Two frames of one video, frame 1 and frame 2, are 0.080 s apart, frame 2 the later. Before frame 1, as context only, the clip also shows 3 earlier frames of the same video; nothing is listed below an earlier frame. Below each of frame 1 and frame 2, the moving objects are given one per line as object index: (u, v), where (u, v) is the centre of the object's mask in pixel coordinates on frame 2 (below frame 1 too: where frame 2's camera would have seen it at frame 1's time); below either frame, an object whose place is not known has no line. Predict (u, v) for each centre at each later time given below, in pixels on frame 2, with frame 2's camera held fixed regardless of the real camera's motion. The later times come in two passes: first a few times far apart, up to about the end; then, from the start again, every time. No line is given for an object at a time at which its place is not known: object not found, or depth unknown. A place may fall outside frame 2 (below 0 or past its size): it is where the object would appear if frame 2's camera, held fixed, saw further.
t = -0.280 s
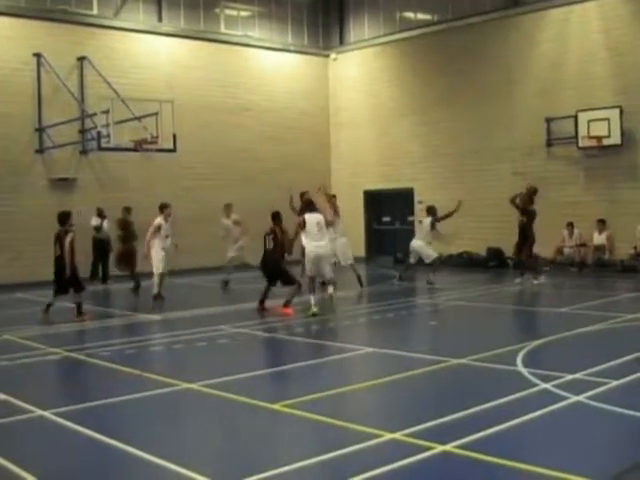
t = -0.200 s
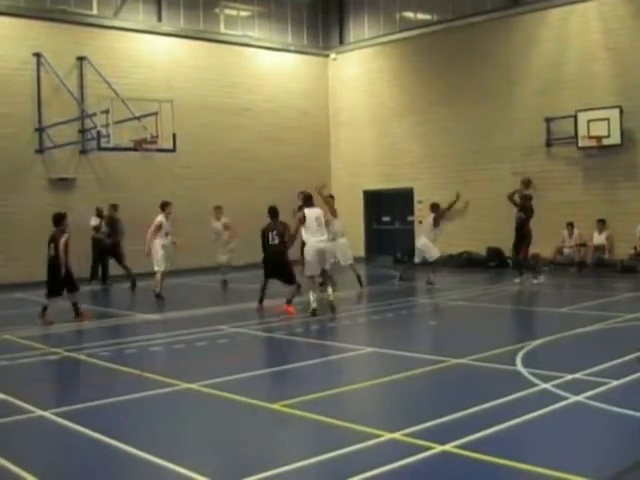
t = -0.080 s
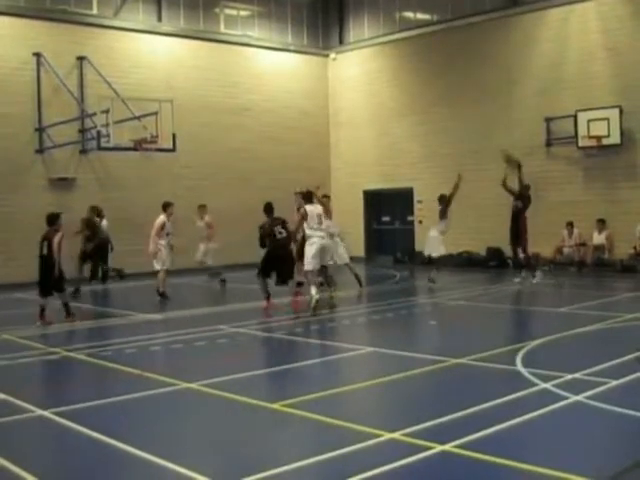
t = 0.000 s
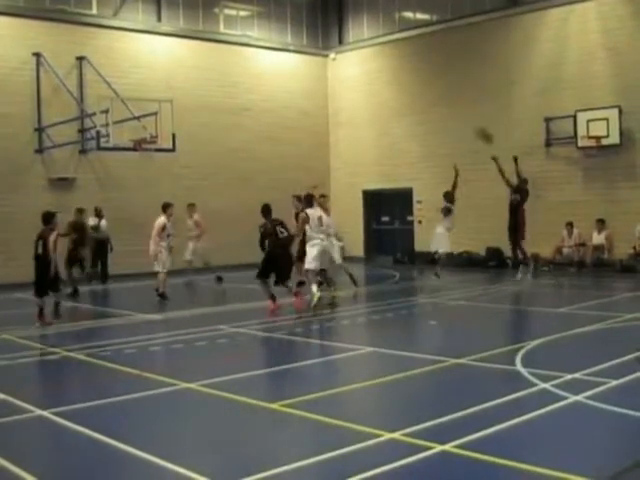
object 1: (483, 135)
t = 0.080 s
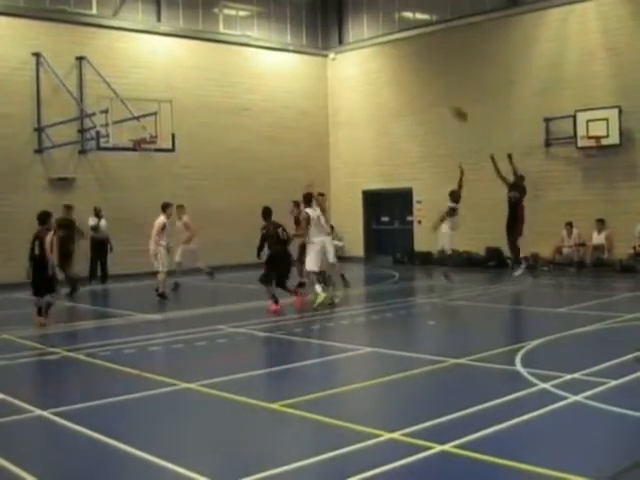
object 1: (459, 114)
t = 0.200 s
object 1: (422, 87)
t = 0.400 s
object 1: (360, 57)
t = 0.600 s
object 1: (301, 47)
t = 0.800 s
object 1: (245, 57)
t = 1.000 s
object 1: (190, 86)
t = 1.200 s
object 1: (144, 129)
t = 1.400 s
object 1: (148, 150)
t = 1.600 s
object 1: (154, 151)
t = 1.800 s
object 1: (153, 169)
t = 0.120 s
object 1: (446, 103)
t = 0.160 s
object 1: (434, 95)
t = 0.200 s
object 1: (422, 87)
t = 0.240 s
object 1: (409, 79)
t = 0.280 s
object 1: (396, 72)
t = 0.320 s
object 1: (384, 66)
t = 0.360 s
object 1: (372, 61)
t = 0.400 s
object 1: (360, 57)
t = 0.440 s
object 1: (348, 54)
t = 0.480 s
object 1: (336, 51)
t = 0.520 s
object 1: (325, 50)
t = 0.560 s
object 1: (313, 48)
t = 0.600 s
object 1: (301, 47)
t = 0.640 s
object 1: (290, 48)
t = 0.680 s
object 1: (279, 49)
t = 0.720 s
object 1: (267, 51)
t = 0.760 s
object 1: (256, 54)
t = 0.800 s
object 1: (245, 57)
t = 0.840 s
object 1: (234, 62)
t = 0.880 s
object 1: (223, 67)
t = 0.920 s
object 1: (212, 72)
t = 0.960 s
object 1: (201, 79)
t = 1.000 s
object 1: (190, 86)
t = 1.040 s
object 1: (180, 94)
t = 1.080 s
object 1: (170, 101)
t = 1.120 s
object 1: (159, 112)
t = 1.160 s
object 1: (148, 122)
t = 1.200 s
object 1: (144, 129)
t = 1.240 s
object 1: (144, 135)
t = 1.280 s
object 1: (140, 146)
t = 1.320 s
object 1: (143, 149)
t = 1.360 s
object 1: (144, 149)
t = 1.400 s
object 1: (148, 150)
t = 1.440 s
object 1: (150, 149)
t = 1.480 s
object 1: (151, 149)
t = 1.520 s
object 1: (152, 149)
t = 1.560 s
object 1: (153, 151)
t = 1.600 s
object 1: (154, 151)
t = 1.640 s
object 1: (154, 153)
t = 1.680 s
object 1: (154, 157)
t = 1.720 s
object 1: (153, 159)
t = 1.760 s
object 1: (153, 164)
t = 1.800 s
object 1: (153, 169)
